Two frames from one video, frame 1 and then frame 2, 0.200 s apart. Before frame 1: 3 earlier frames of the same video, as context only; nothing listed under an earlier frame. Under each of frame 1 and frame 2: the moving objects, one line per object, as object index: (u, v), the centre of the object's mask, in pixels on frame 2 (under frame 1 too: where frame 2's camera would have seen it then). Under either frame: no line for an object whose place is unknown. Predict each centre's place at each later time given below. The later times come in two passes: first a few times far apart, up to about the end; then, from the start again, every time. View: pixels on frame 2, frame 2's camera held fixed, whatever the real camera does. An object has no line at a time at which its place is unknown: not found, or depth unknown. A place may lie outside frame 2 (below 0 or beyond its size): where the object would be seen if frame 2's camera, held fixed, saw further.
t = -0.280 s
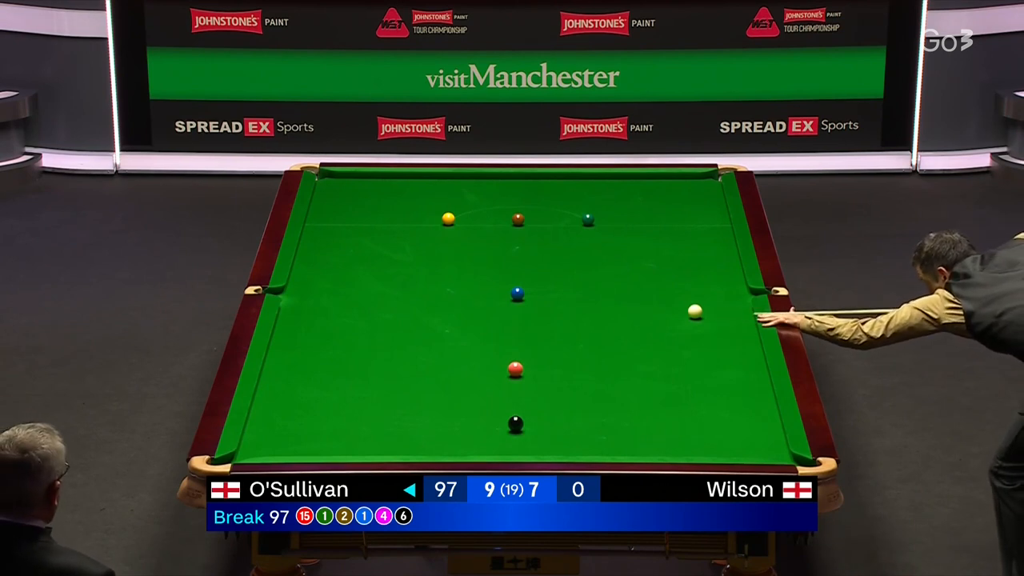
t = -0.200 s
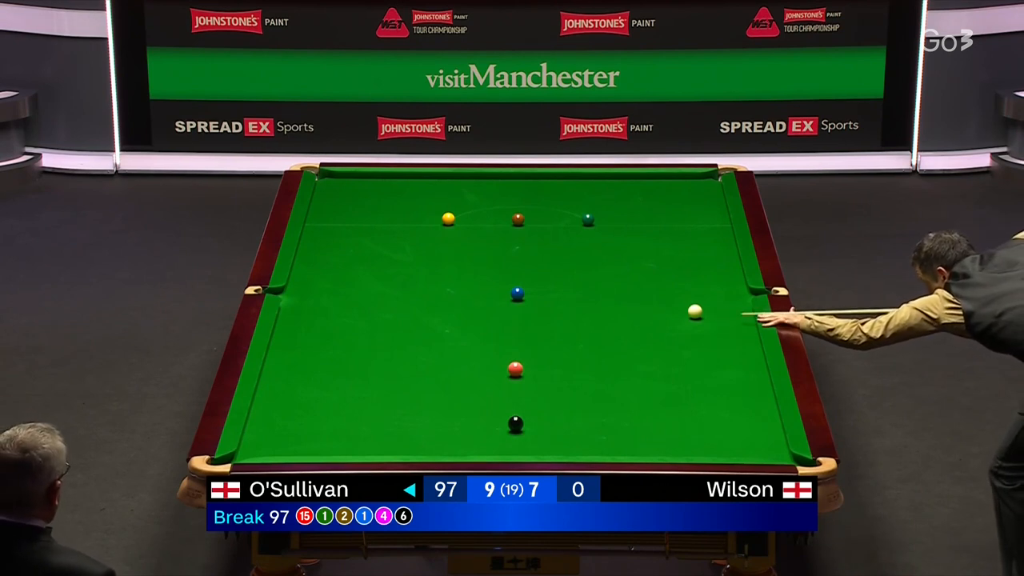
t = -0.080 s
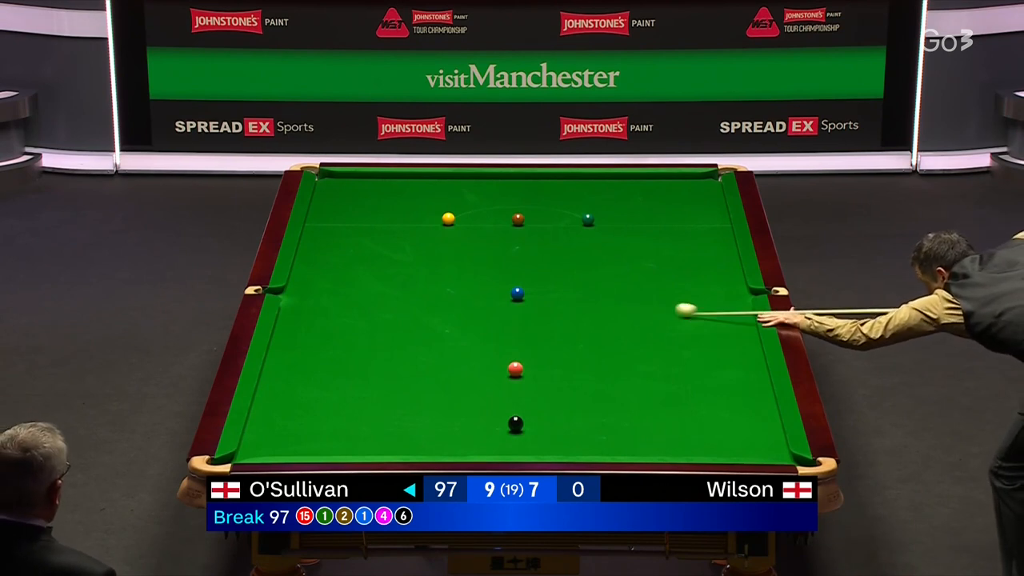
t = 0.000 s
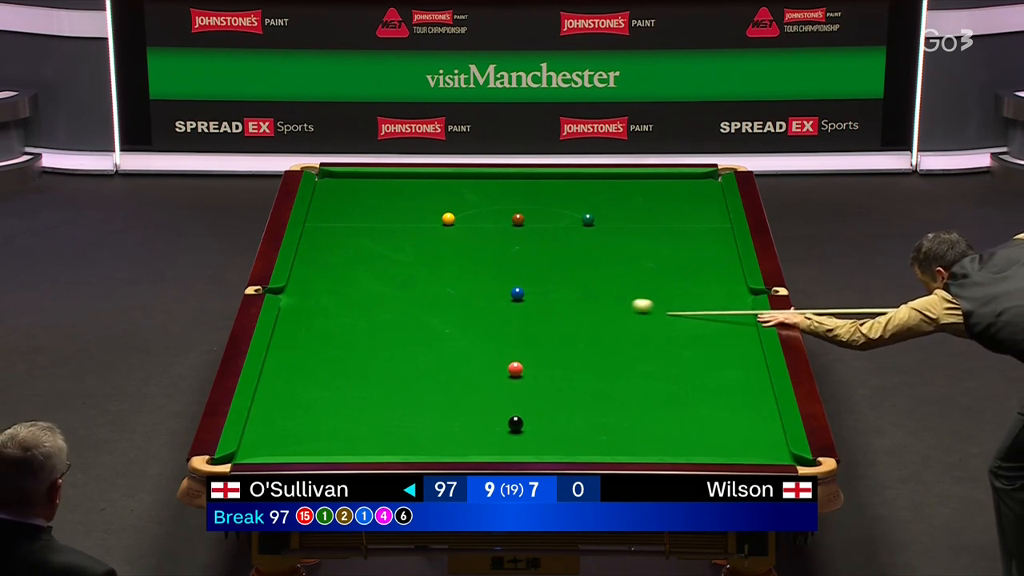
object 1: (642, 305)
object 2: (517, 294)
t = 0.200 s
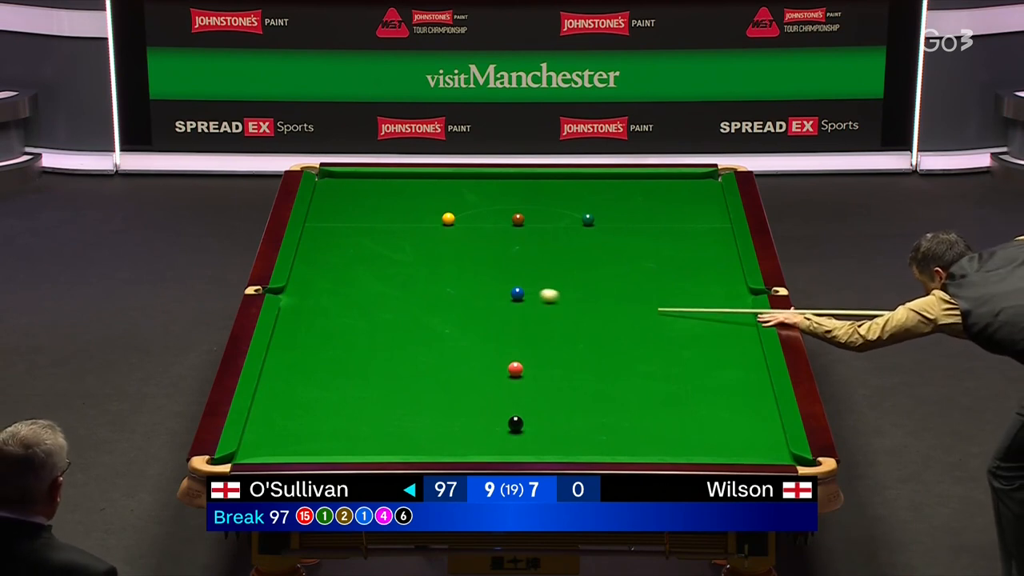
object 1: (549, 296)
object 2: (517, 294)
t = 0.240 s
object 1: (534, 294)
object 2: (517, 294)
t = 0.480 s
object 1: (531, 287)
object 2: (442, 294)
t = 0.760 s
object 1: (532, 280)
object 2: (367, 293)
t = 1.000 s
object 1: (533, 275)
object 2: (303, 293)
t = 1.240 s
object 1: (534, 270)
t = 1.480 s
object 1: (535, 266)
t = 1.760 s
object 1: (536, 261)
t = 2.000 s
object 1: (537, 257)
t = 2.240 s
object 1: (537, 254)
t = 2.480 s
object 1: (538, 251)
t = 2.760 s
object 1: (539, 248)
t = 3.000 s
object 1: (539, 246)
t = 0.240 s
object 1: (534, 294)
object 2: (517, 294)
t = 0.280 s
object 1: (531, 292)
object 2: (505, 294)
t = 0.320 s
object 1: (530, 291)
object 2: (491, 294)
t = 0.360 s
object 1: (530, 290)
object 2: (477, 294)
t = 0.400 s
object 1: (530, 289)
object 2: (465, 294)
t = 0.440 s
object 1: (531, 288)
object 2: (453, 293)
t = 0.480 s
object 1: (531, 287)
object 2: (442, 294)
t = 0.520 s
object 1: (531, 286)
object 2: (431, 294)
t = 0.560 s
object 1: (531, 285)
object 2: (420, 293)
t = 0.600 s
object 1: (531, 284)
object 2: (409, 293)
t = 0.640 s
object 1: (531, 283)
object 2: (398, 293)
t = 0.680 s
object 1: (532, 282)
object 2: (388, 293)
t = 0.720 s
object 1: (532, 281)
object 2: (377, 293)
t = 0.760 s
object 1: (532, 280)
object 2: (367, 293)
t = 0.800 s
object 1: (532, 279)
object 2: (356, 293)
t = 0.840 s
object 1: (532, 279)
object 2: (345, 293)
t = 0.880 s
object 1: (532, 278)
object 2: (335, 293)
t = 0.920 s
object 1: (533, 277)
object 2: (324, 293)
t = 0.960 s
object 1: (533, 276)
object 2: (314, 293)
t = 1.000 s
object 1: (533, 275)
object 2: (303, 293)
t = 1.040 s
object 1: (533, 274)
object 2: (293, 293)
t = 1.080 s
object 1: (533, 273)
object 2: (283, 292)
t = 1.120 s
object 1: (533, 272)
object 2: (274, 291)
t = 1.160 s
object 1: (534, 272)
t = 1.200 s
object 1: (534, 271)
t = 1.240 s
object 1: (534, 270)
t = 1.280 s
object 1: (534, 269)
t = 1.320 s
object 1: (534, 269)
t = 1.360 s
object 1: (534, 268)
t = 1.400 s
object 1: (534, 267)
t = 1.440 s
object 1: (535, 266)
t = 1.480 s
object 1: (535, 266)
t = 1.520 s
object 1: (535, 265)
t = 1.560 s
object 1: (535, 264)
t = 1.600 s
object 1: (535, 264)
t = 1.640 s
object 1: (535, 263)
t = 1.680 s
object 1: (536, 262)
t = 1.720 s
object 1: (536, 262)
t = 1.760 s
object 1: (536, 261)
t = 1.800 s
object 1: (536, 260)
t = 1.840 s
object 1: (536, 260)
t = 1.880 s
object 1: (536, 259)
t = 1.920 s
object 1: (536, 258)
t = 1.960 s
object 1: (536, 258)
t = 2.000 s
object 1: (537, 257)
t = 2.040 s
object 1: (537, 257)
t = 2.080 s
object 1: (537, 256)
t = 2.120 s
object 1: (537, 256)
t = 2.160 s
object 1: (537, 255)
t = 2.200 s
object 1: (537, 255)
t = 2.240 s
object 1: (537, 254)
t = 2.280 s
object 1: (537, 253)
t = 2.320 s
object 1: (538, 253)
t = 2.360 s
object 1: (538, 253)
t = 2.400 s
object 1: (538, 252)
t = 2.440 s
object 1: (538, 252)
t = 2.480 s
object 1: (538, 251)
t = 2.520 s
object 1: (538, 251)
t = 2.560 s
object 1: (538, 250)
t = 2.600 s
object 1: (538, 250)
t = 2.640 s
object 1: (539, 249)
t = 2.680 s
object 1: (539, 249)
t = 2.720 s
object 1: (539, 249)
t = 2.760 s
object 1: (539, 248)
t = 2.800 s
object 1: (539, 248)
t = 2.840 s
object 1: (539, 247)
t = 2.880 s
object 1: (539, 247)
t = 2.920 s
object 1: (539, 246)
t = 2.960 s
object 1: (539, 246)
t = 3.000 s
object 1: (539, 246)
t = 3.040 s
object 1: (539, 245)
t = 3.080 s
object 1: (539, 245)
